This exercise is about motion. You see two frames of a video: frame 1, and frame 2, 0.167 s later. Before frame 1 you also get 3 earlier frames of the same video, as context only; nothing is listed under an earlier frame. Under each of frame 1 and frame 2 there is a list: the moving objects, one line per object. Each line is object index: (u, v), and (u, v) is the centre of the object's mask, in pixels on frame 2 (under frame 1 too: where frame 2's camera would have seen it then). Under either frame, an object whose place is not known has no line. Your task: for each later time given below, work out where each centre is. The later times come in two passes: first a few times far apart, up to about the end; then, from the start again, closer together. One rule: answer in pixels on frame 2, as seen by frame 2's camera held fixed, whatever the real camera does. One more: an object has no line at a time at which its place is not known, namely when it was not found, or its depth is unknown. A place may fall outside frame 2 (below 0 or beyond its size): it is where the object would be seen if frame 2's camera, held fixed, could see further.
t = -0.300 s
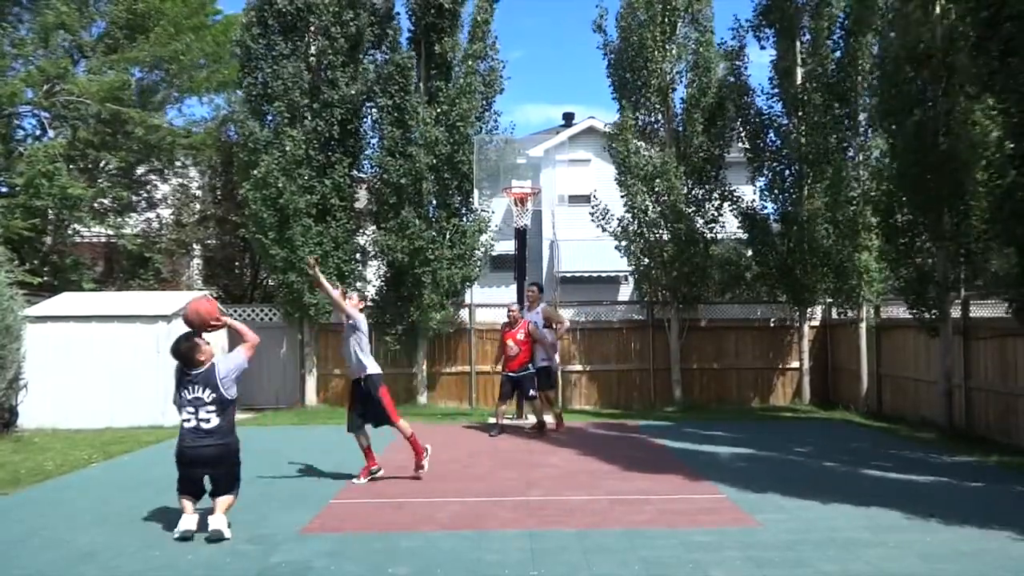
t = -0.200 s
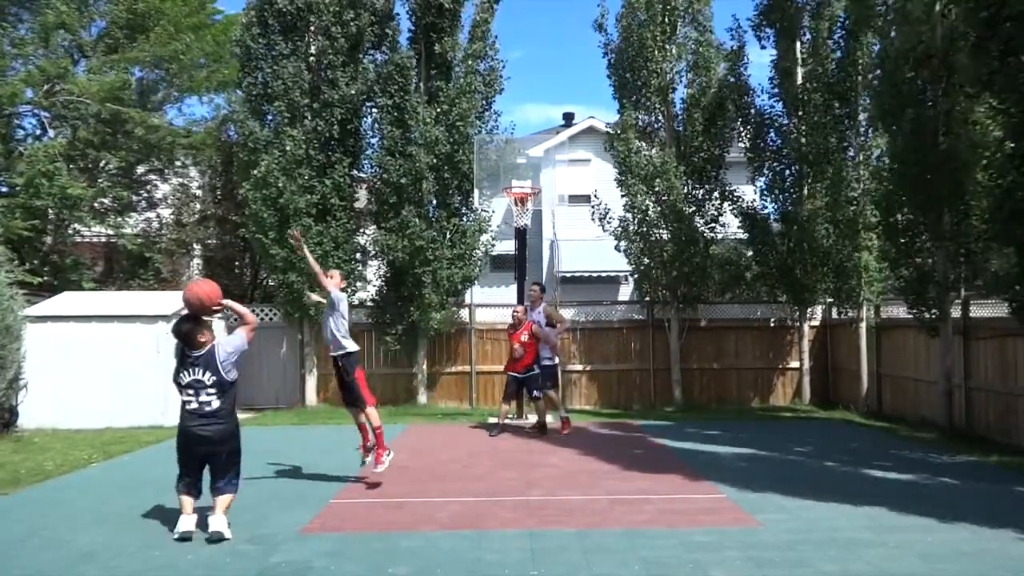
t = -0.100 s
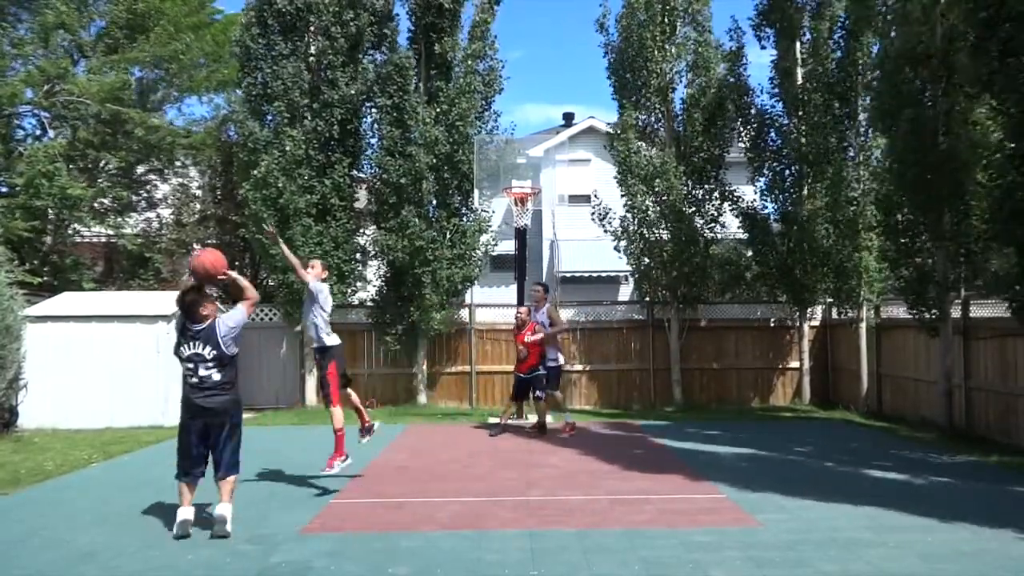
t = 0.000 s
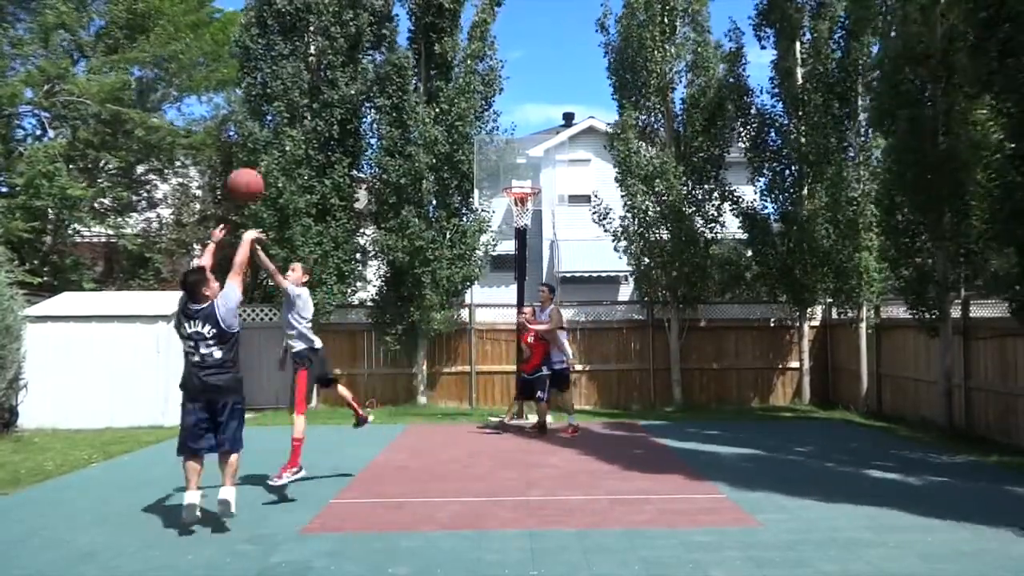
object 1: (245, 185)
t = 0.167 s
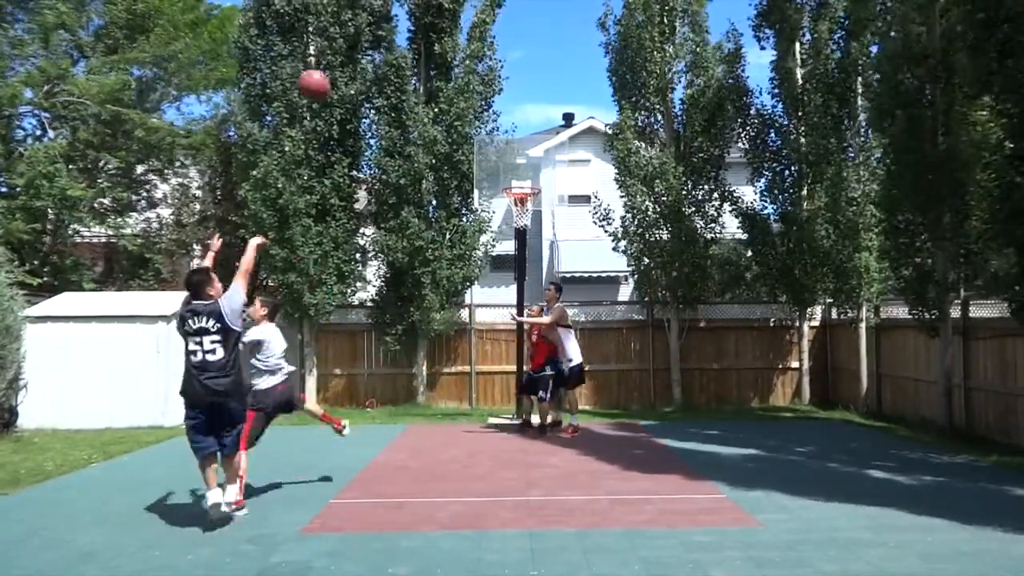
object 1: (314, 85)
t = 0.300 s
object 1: (359, 42)
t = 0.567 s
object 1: (428, 28)
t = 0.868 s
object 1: (489, 87)
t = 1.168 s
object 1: (529, 172)
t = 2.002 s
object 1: (550, 107)
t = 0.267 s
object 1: (348, 49)
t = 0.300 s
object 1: (359, 42)
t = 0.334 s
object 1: (369, 36)
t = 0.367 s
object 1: (378, 31)
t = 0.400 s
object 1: (387, 27)
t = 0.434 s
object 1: (396, 26)
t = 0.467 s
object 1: (406, 25)
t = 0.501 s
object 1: (414, 26)
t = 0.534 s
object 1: (421, 26)
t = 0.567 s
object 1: (428, 28)
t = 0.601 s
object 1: (437, 32)
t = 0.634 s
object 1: (443, 36)
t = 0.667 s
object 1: (450, 40)
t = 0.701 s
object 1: (457, 47)
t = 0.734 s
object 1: (464, 53)
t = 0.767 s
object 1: (470, 61)
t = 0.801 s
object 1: (476, 68)
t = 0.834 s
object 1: (483, 78)
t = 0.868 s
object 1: (489, 87)
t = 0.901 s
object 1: (494, 98)
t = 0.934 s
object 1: (499, 110)
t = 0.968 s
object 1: (505, 122)
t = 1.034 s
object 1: (514, 146)
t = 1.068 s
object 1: (519, 159)
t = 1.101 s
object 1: (524, 172)
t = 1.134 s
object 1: (528, 182)
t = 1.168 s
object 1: (529, 172)
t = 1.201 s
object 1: (529, 160)
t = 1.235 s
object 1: (530, 148)
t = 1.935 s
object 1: (548, 93)
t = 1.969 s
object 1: (549, 100)
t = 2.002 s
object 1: (550, 107)
